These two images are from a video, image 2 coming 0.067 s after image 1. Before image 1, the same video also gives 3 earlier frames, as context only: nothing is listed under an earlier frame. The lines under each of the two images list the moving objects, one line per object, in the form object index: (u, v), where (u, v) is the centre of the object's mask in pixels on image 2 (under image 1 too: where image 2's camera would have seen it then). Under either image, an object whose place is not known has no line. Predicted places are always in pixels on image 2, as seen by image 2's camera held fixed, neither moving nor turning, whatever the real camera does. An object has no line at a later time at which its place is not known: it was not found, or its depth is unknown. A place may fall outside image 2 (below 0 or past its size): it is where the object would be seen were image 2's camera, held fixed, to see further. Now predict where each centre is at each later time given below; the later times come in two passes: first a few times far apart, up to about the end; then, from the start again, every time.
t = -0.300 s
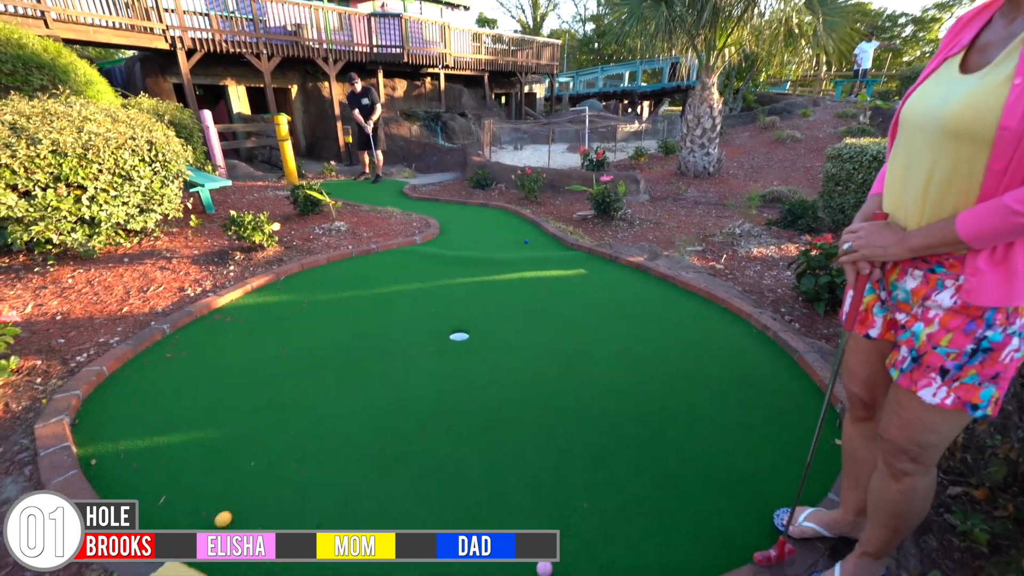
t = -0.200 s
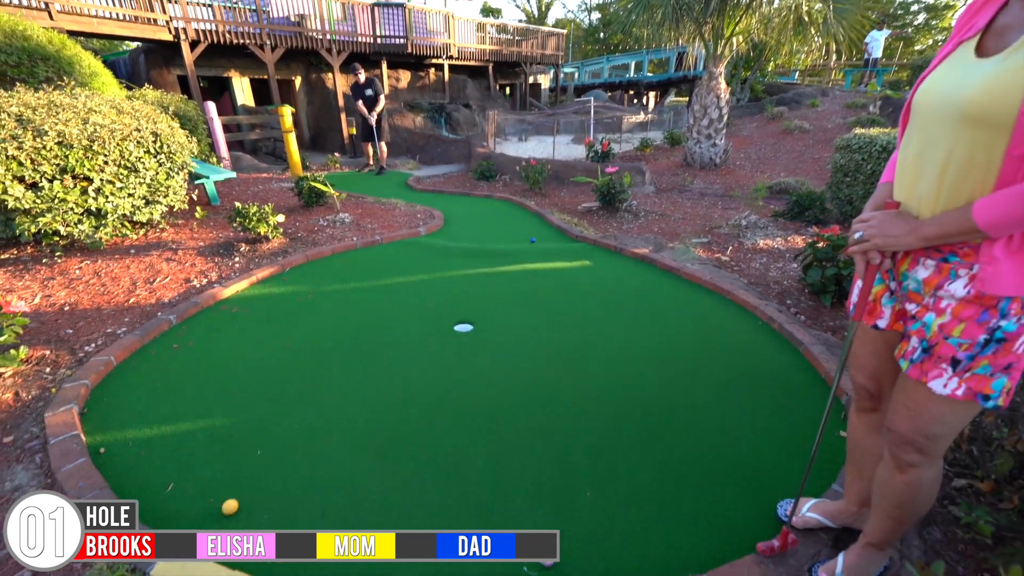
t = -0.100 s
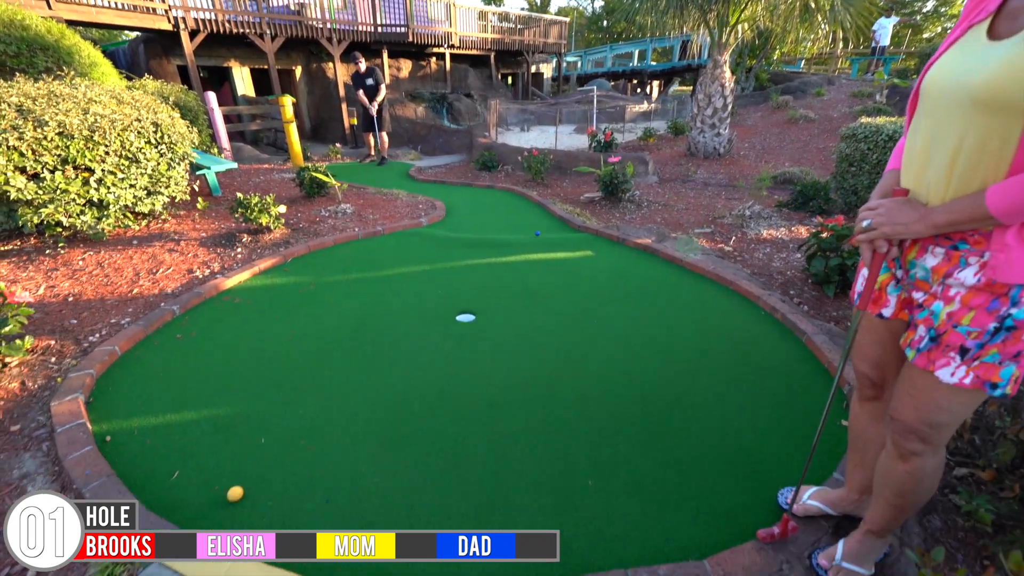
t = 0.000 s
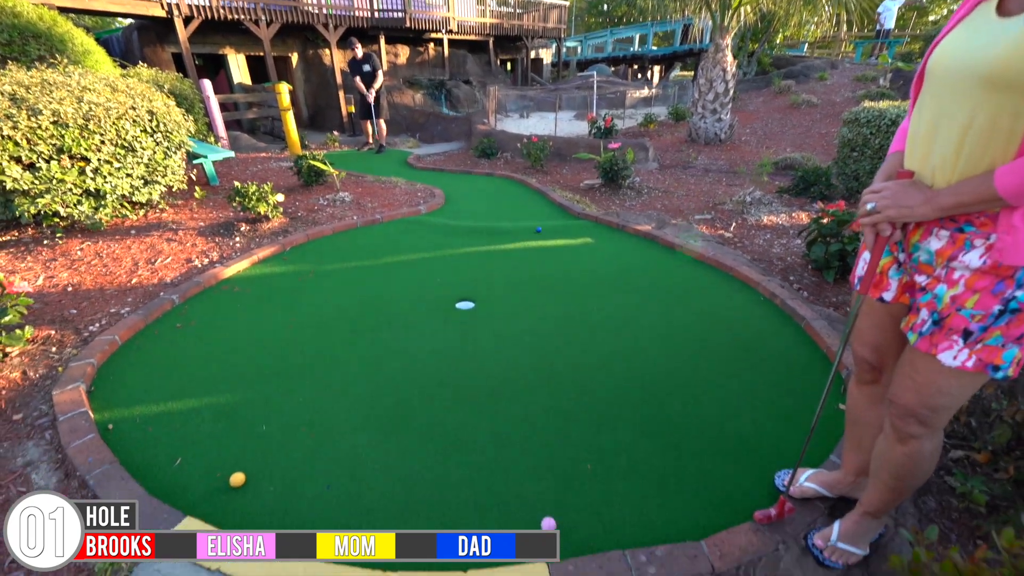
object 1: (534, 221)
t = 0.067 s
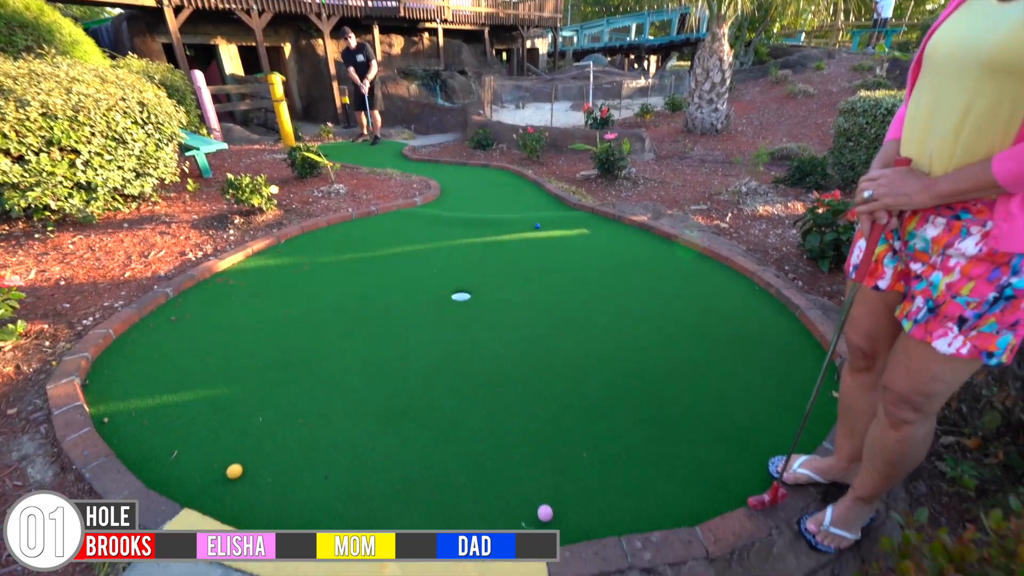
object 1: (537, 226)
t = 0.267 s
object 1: (547, 247)
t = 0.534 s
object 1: (566, 281)
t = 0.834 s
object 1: (595, 327)
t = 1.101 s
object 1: (630, 385)
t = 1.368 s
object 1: (679, 469)
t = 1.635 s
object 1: (653, 472)
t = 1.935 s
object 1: (598, 439)
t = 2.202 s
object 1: (559, 422)
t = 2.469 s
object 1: (527, 411)
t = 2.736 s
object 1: (503, 403)
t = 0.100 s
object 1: (538, 230)
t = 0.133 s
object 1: (540, 232)
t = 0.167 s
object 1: (541, 237)
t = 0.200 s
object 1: (543, 239)
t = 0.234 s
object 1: (545, 243)
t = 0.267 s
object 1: (547, 247)
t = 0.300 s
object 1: (549, 251)
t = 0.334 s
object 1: (552, 255)
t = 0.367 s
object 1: (554, 259)
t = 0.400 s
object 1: (556, 263)
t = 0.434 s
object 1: (559, 267)
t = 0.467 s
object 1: (561, 272)
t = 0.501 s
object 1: (564, 276)
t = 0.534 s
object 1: (566, 281)
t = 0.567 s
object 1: (569, 285)
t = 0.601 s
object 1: (572, 290)
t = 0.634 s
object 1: (575, 295)
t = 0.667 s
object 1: (578, 300)
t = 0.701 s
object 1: (581, 305)
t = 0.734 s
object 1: (585, 310)
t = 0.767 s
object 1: (588, 315)
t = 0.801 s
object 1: (592, 322)
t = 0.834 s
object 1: (595, 327)
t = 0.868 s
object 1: (599, 334)
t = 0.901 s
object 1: (603, 340)
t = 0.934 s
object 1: (607, 347)
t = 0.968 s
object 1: (611, 353)
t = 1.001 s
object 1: (616, 361)
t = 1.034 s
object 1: (621, 368)
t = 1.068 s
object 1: (625, 376)
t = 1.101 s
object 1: (630, 385)
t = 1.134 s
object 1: (636, 393)
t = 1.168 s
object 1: (641, 403)
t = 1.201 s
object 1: (646, 413)
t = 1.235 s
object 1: (652, 423)
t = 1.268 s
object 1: (659, 433)
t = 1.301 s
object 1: (665, 444)
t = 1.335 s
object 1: (672, 456)
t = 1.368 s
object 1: (679, 469)
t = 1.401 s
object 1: (686, 482)
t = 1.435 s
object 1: (693, 496)
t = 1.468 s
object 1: (701, 510)
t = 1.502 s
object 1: (697, 507)
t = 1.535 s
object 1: (685, 495)
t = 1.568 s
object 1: (673, 487)
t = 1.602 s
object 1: (662, 480)
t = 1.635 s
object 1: (653, 472)
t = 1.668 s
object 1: (645, 467)
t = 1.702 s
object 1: (638, 461)
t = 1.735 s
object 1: (631, 457)
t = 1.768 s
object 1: (626, 453)
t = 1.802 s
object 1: (620, 450)
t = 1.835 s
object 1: (614, 447)
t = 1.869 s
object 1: (609, 444)
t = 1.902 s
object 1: (603, 441)
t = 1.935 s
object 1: (598, 439)
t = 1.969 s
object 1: (592, 436)
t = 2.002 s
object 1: (587, 433)
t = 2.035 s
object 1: (582, 431)
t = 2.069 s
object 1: (577, 429)
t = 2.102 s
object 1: (573, 426)
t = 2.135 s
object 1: (568, 425)
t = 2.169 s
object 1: (564, 423)
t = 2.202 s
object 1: (559, 422)
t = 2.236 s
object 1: (555, 420)
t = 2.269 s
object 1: (550, 419)
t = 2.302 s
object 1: (546, 418)
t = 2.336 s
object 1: (542, 416)
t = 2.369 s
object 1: (538, 415)
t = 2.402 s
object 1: (534, 414)
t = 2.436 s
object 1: (530, 413)
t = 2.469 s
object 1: (527, 411)
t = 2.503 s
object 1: (524, 410)
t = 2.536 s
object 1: (520, 409)
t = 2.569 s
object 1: (517, 408)
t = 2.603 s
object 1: (514, 407)
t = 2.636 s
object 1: (511, 406)
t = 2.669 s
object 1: (508, 404)
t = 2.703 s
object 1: (506, 404)
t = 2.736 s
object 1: (503, 403)
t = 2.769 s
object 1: (501, 402)
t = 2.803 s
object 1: (499, 401)
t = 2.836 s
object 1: (497, 400)
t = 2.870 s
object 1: (496, 400)
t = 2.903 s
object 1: (494, 399)
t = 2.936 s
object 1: (492, 398)
